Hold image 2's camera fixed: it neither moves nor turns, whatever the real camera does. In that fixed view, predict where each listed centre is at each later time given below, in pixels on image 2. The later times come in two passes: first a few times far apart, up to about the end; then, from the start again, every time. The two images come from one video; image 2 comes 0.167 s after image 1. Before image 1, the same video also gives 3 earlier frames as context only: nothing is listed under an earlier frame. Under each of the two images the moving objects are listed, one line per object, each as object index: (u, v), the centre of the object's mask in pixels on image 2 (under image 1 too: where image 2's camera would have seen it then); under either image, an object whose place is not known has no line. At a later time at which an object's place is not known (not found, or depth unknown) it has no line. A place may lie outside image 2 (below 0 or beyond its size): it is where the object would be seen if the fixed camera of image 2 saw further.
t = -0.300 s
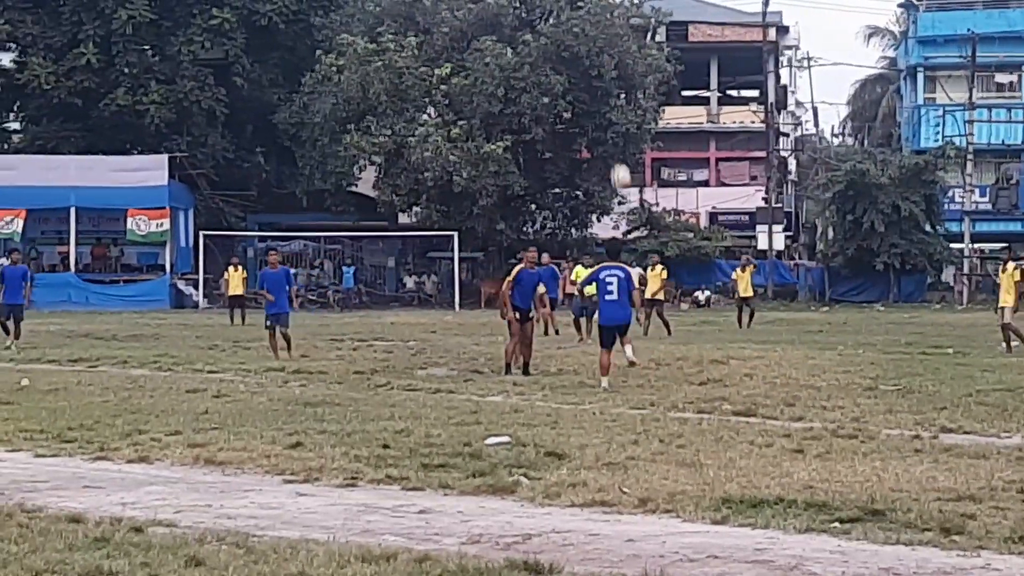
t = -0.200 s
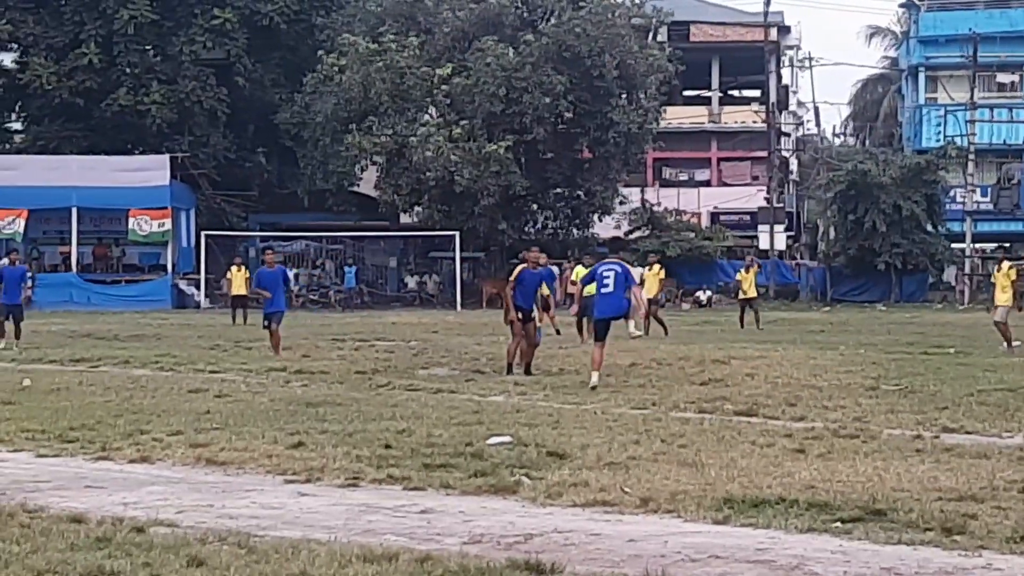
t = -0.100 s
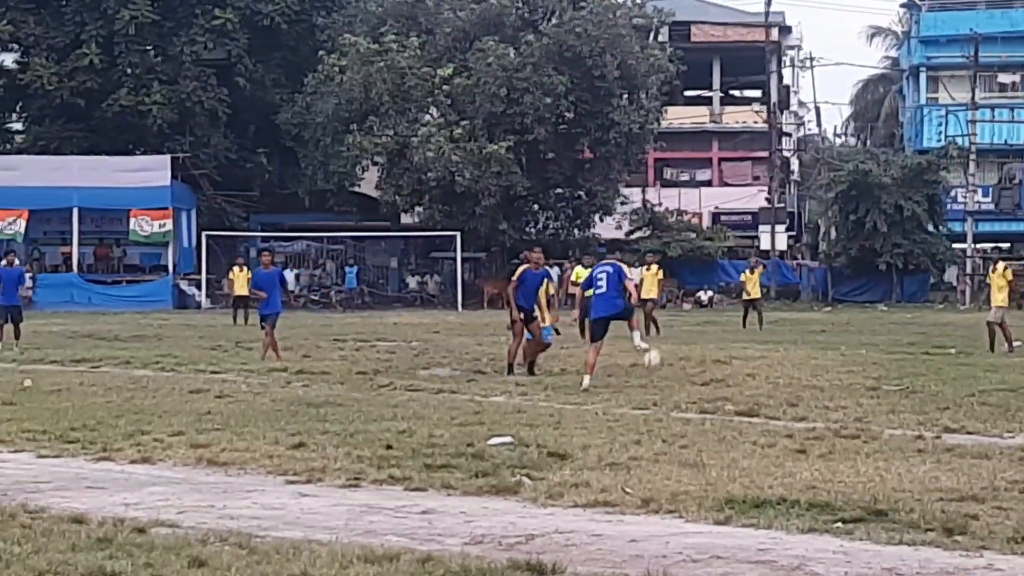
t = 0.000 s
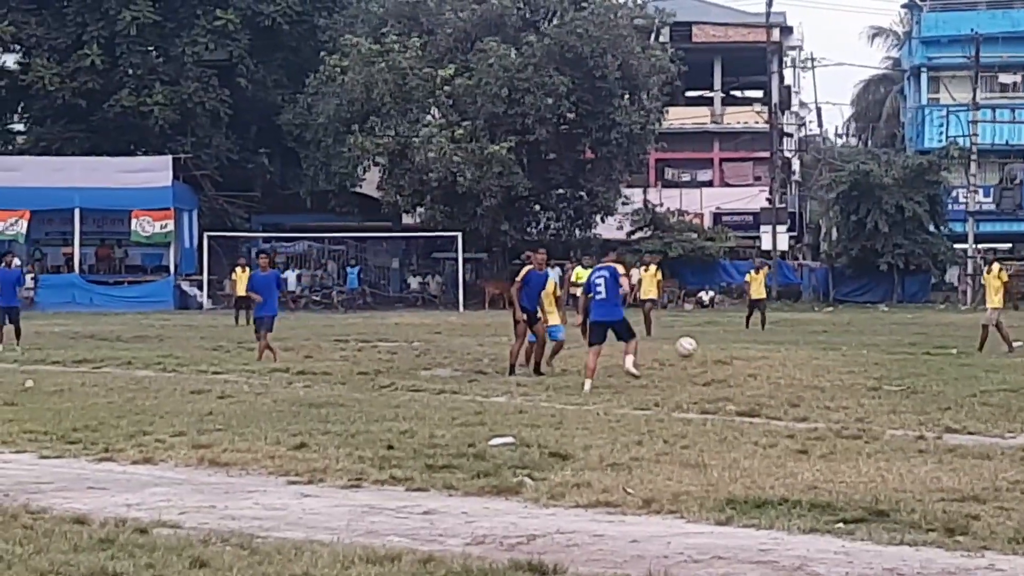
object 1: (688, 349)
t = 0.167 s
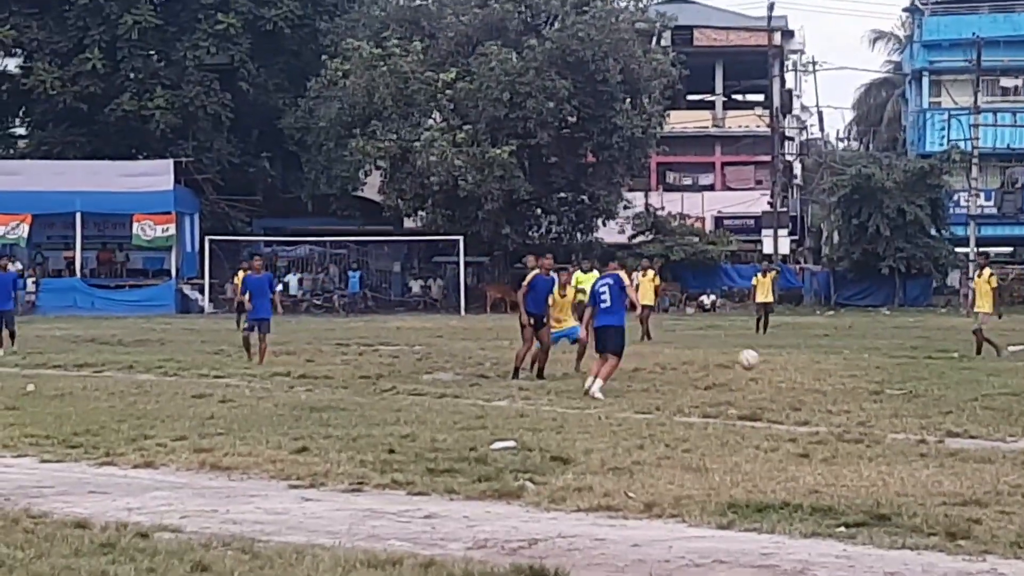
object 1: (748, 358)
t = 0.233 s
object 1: (785, 374)
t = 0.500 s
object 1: (851, 373)
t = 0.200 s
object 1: (773, 368)
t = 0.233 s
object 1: (785, 374)
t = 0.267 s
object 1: (796, 381)
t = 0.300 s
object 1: (807, 383)
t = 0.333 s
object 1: (814, 380)
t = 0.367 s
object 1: (822, 377)
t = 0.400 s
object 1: (829, 374)
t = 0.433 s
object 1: (836, 373)
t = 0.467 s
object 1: (844, 372)
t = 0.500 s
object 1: (851, 373)
